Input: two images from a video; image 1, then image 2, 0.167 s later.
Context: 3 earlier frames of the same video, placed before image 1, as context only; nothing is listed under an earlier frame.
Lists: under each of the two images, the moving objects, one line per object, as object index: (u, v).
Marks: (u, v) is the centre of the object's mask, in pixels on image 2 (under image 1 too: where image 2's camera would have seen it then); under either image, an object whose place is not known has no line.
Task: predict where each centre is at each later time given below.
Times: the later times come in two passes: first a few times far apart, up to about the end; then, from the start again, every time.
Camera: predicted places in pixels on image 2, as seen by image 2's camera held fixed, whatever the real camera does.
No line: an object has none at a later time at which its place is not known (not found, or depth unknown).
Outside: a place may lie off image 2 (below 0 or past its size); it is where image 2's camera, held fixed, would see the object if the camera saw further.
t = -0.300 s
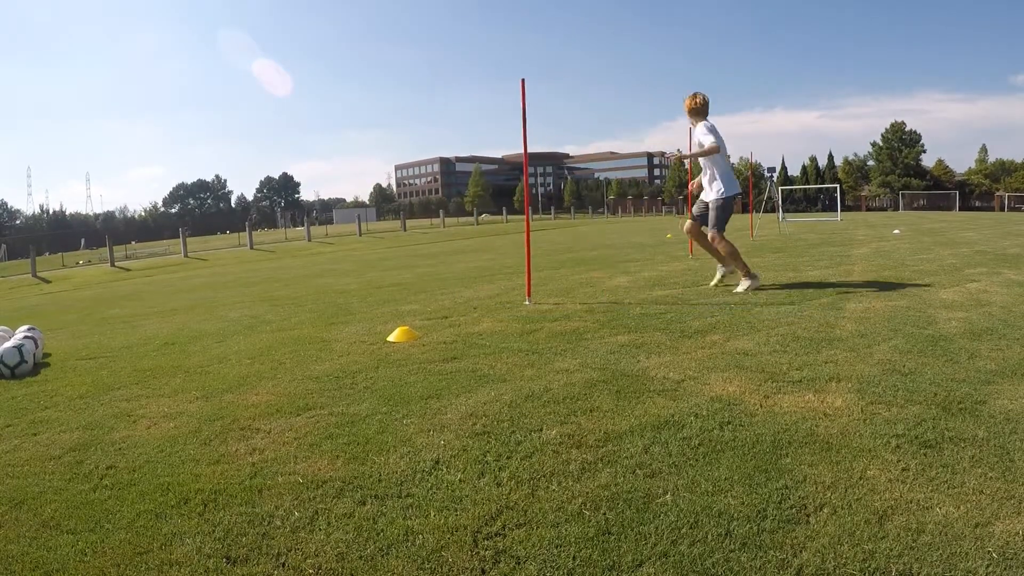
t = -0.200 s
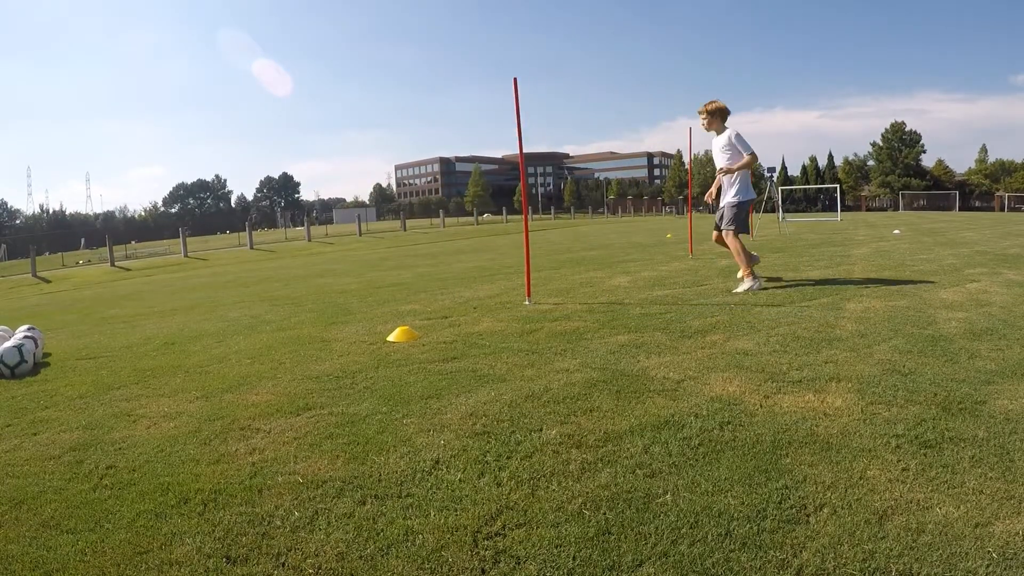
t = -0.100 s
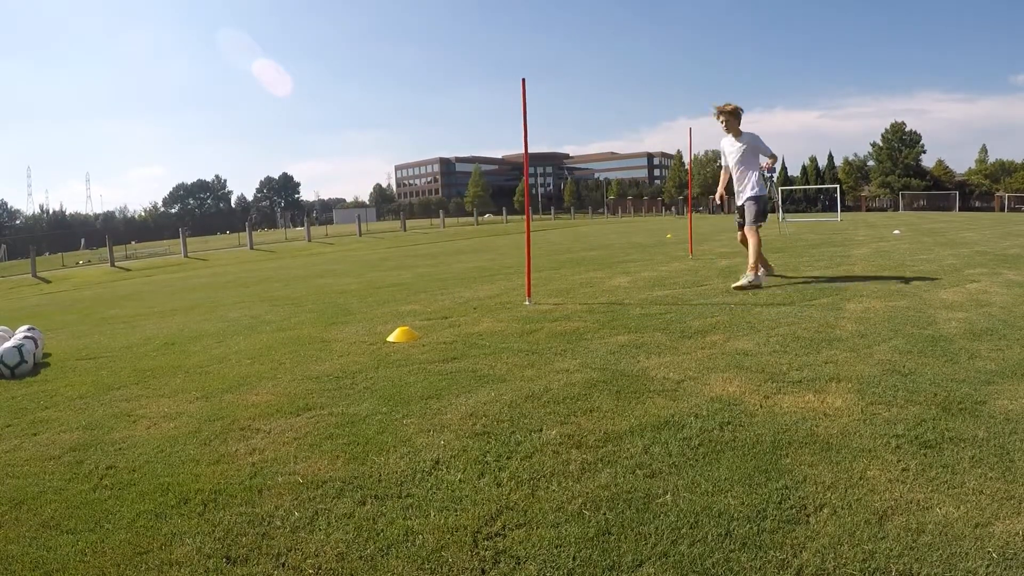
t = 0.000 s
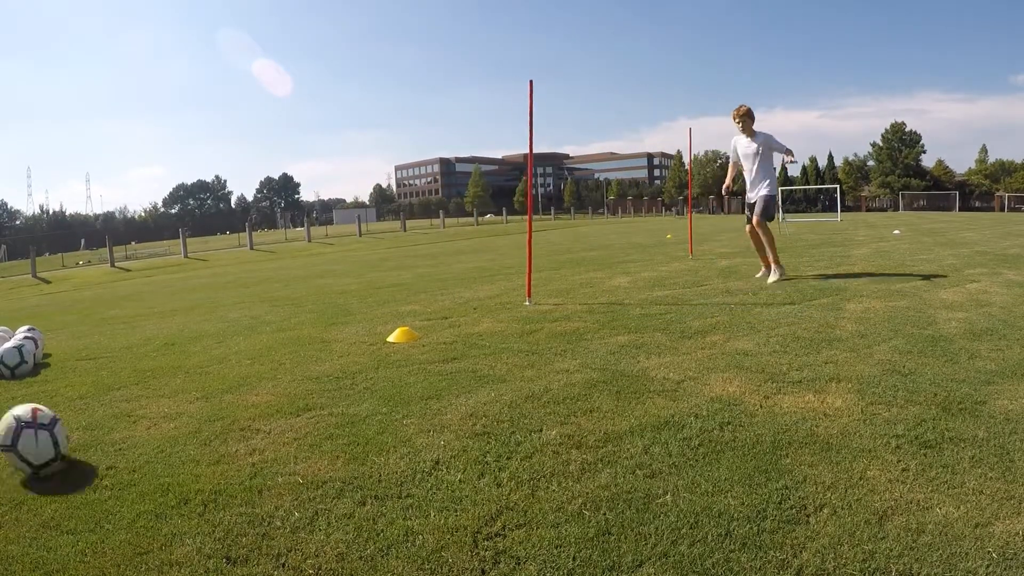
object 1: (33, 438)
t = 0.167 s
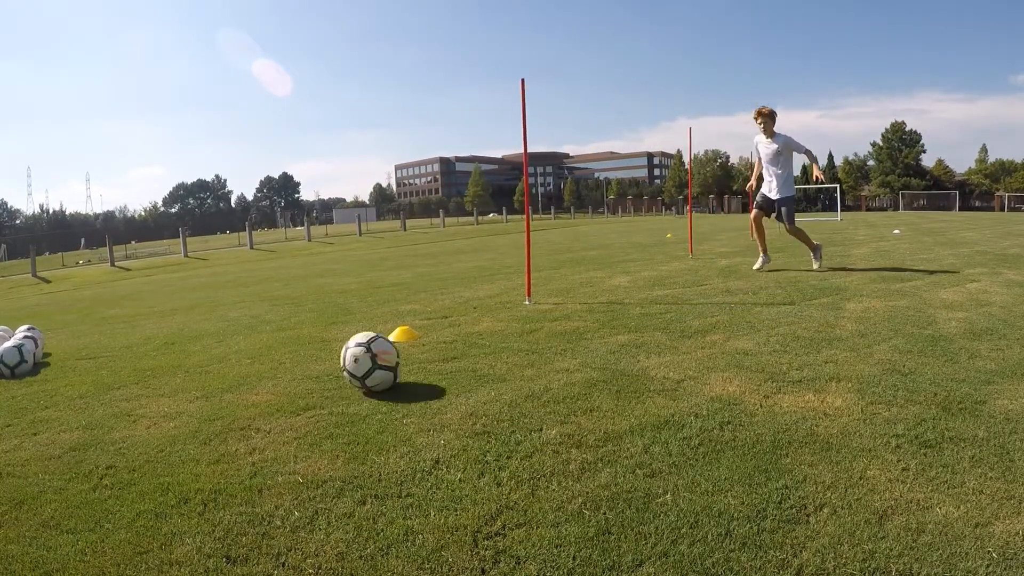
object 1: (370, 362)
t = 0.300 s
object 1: (533, 321)
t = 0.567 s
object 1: (682, 282)
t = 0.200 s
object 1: (417, 348)
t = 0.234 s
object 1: (461, 337)
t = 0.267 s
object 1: (499, 328)
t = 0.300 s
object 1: (533, 321)
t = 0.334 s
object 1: (562, 316)
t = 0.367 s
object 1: (586, 308)
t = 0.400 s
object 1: (606, 299)
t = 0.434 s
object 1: (625, 293)
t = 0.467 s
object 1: (642, 290)
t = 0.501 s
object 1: (657, 289)
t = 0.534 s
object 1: (671, 287)
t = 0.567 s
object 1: (682, 282)
